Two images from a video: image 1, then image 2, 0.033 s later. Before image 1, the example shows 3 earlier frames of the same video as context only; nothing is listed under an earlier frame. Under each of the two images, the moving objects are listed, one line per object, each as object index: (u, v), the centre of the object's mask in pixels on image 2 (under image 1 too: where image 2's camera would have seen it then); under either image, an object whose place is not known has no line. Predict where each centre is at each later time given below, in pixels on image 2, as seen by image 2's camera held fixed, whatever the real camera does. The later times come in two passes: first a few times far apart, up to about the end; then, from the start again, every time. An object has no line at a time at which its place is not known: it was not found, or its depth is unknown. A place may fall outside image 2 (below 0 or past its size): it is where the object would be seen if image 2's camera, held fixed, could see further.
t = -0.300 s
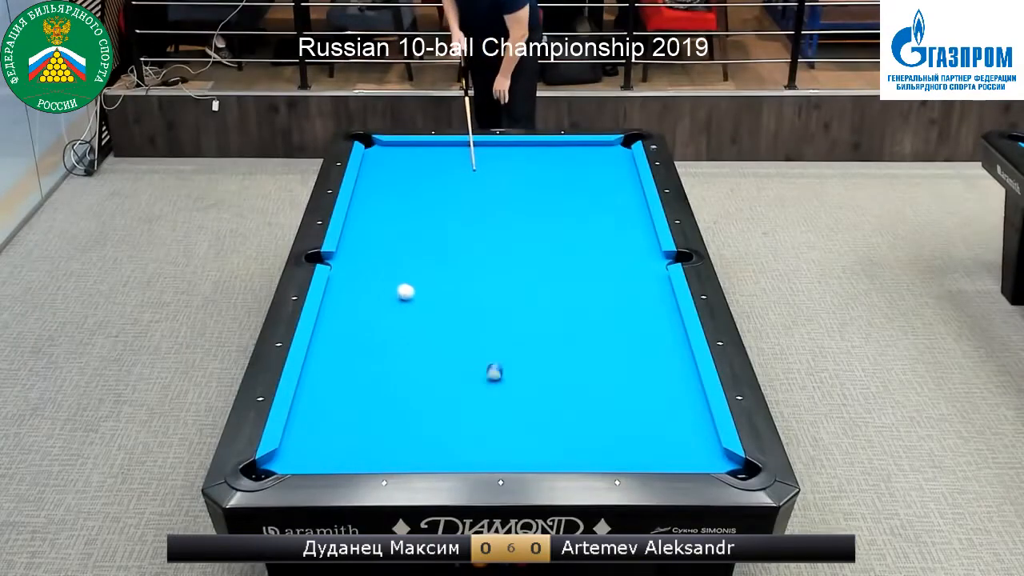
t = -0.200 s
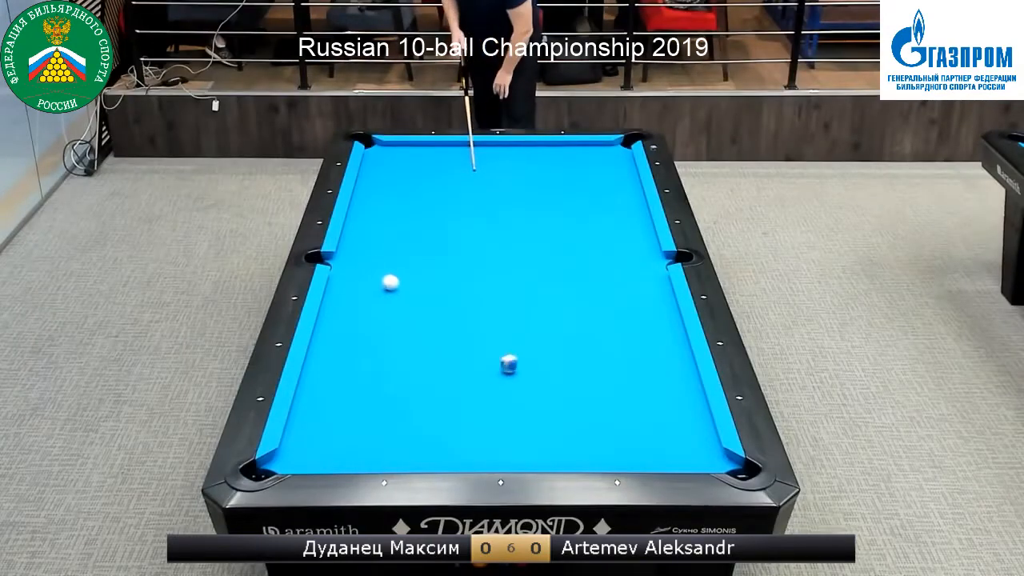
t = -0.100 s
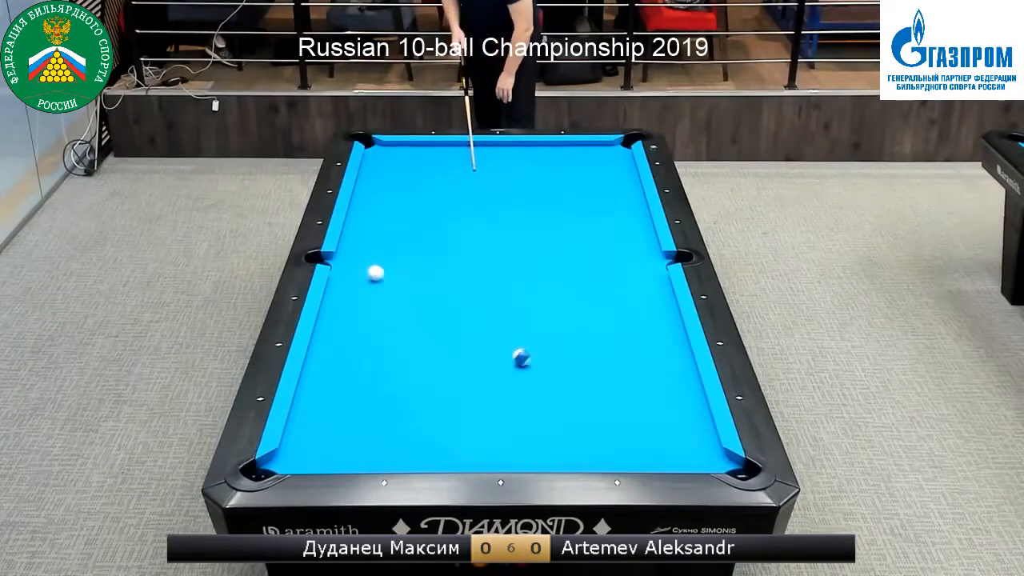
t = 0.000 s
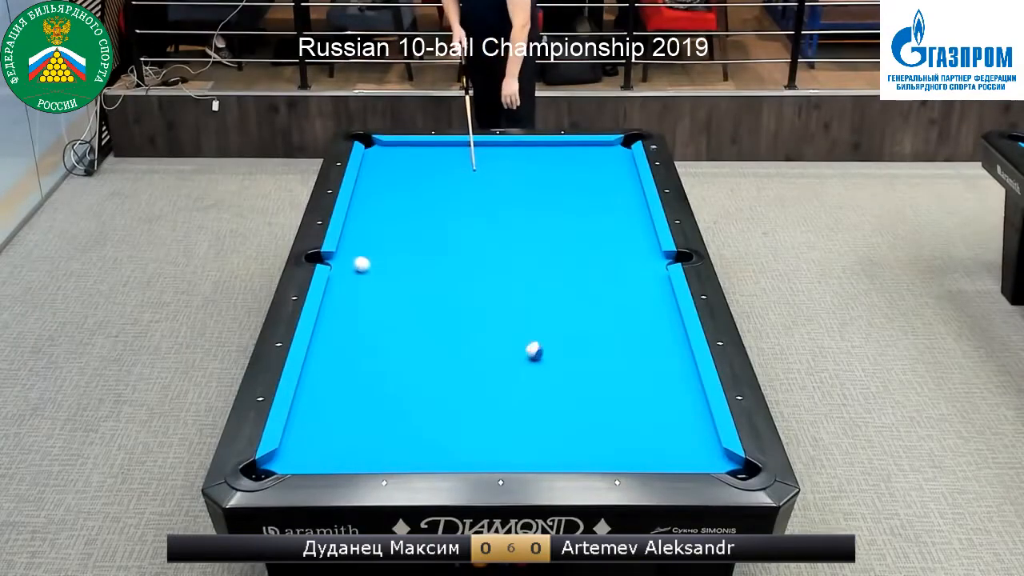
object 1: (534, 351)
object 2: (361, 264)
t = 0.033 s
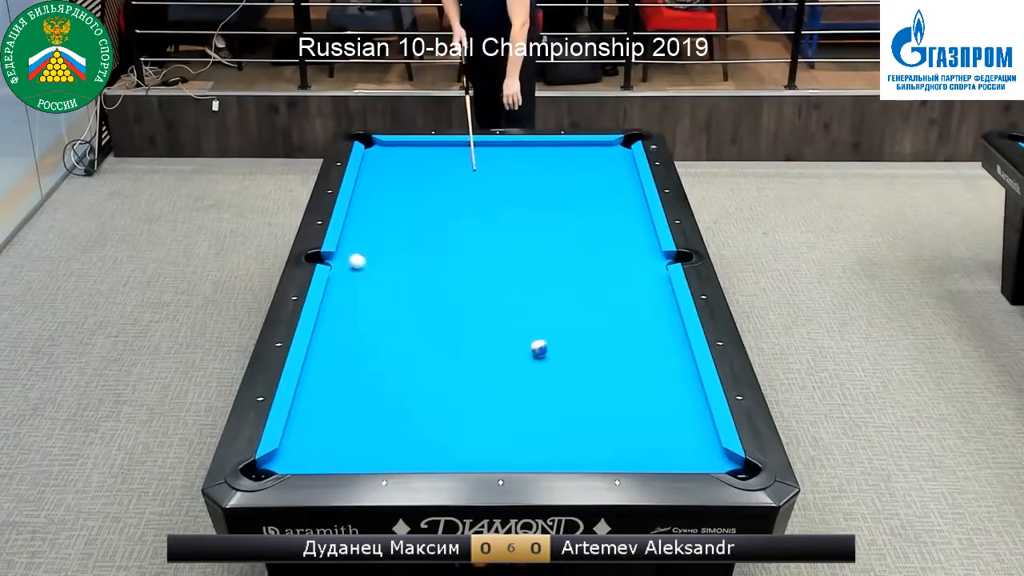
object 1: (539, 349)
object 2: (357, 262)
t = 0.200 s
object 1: (559, 340)
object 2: (347, 248)
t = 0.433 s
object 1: (584, 326)
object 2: (366, 232)
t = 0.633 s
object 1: (607, 315)
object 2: (381, 220)
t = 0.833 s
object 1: (627, 306)
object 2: (394, 208)
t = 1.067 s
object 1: (648, 295)
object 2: (410, 196)
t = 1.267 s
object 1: (663, 287)
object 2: (422, 186)
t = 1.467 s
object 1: (651, 281)
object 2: (433, 177)
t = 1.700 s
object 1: (639, 274)
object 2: (445, 168)
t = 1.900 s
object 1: (629, 270)
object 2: (454, 160)
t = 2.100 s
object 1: (619, 265)
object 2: (464, 153)
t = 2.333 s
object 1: (609, 260)
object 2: (473, 145)
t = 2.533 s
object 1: (602, 257)
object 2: (482, 147)
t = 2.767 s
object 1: (593, 252)
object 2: (492, 152)
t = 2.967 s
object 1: (586, 250)
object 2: (501, 156)
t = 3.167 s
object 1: (581, 248)
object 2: (509, 159)
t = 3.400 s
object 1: (575, 245)
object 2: (518, 163)
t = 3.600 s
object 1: (570, 244)
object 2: (525, 166)
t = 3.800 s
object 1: (567, 243)
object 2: (532, 169)
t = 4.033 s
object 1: (564, 242)
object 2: (539, 173)
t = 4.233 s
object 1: (561, 240)
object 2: (545, 175)
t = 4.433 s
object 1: (559, 239)
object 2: (551, 177)
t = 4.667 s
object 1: (558, 239)
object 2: (557, 180)
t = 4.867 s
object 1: (559, 239)
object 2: (562, 182)
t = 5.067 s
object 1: (559, 239)
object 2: (566, 183)
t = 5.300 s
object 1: (560, 239)
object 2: (572, 184)
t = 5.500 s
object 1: (559, 239)
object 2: (574, 186)
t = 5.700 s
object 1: (559, 239)
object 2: (576, 187)
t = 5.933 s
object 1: (559, 239)
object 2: (579, 188)
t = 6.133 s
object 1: (559, 239)
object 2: (580, 188)
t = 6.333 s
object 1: (559, 239)
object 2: (581, 189)
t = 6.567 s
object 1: (559, 239)
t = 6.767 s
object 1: (559, 239)
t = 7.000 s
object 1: (559, 239)
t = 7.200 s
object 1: (559, 239)
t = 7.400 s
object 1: (559, 239)
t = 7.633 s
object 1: (559, 239)
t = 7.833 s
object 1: (559, 239)
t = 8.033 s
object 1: (559, 239)
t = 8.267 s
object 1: (559, 239)
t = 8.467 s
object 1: (559, 239)
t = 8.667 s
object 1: (560, 239)
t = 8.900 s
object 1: (559, 239)
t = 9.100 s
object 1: (559, 239)
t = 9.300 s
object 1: (559, 239)
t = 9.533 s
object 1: (559, 239)
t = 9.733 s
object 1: (559, 239)
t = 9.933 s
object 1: (559, 239)
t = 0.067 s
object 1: (543, 347)
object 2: (352, 259)
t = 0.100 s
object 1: (547, 346)
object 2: (348, 256)
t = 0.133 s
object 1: (550, 343)
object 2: (343, 253)
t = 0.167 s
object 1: (555, 341)
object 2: (344, 251)
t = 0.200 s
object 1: (559, 340)
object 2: (347, 248)
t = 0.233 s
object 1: (563, 338)
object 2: (350, 246)
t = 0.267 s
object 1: (566, 335)
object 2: (353, 244)
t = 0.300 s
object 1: (571, 333)
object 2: (356, 241)
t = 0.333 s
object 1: (575, 331)
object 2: (358, 239)
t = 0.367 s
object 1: (579, 330)
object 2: (361, 237)
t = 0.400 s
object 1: (581, 328)
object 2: (363, 235)
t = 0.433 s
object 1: (584, 326)
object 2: (366, 232)
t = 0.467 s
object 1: (589, 324)
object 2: (369, 230)
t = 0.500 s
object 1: (593, 323)
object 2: (371, 228)
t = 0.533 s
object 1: (596, 321)
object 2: (373, 226)
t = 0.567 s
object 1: (600, 319)
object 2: (376, 224)
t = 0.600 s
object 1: (604, 317)
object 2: (379, 222)
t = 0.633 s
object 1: (607, 315)
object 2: (381, 220)
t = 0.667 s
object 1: (611, 314)
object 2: (383, 218)
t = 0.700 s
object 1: (613, 313)
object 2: (385, 216)
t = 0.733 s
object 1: (616, 310)
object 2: (388, 214)
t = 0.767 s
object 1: (620, 309)
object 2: (390, 212)
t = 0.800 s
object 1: (624, 307)
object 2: (392, 210)
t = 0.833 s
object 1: (627, 306)
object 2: (394, 208)
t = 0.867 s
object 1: (630, 304)
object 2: (397, 207)
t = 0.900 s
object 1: (633, 302)
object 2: (399, 205)
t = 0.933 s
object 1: (637, 301)
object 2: (401, 203)
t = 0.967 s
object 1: (640, 300)
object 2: (403, 201)
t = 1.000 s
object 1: (643, 298)
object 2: (406, 199)
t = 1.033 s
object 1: (645, 297)
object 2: (408, 198)
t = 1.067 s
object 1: (648, 295)
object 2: (410, 196)
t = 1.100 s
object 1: (652, 293)
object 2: (412, 194)
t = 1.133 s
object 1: (655, 292)
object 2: (413, 193)
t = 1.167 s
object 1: (658, 292)
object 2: (416, 191)
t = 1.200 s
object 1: (660, 290)
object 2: (418, 189)
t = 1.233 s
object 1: (663, 288)
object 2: (420, 188)
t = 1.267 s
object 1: (663, 287)
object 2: (422, 186)
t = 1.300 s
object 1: (661, 286)
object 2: (423, 185)
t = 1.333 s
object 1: (659, 285)
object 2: (425, 183)
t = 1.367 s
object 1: (658, 284)
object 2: (427, 182)
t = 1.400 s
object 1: (656, 284)
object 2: (429, 180)
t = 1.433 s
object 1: (653, 283)
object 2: (431, 179)
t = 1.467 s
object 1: (651, 281)
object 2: (433, 177)
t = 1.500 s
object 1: (649, 280)
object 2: (435, 176)
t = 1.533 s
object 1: (647, 279)
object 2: (436, 174)
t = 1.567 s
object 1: (646, 279)
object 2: (438, 173)
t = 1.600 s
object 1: (645, 278)
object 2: (440, 172)
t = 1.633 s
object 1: (643, 277)
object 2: (441, 170)
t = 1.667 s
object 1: (641, 275)
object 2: (443, 169)
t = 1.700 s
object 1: (639, 274)
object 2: (445, 168)
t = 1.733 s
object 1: (637, 273)
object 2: (447, 166)
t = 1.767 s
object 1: (635, 273)
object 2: (448, 165)
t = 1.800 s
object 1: (634, 272)
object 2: (450, 163)
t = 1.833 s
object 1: (632, 271)
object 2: (451, 162)
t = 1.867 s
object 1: (631, 271)
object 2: (453, 161)
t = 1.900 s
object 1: (629, 270)
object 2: (454, 160)
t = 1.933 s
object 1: (627, 269)
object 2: (456, 159)
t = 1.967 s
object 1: (625, 268)
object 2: (458, 157)
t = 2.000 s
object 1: (623, 267)
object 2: (459, 156)
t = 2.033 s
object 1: (622, 267)
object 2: (461, 155)
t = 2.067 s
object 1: (620, 266)
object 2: (462, 154)
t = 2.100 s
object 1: (619, 265)
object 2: (464, 153)
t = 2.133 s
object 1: (618, 264)
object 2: (465, 151)
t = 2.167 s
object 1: (617, 264)
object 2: (467, 150)
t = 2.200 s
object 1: (616, 263)
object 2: (468, 149)
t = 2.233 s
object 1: (614, 262)
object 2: (469, 148)
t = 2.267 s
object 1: (613, 262)
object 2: (471, 147)
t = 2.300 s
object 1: (611, 261)
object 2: (472, 146)
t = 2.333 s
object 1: (609, 260)
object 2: (473, 145)
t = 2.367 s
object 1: (608, 259)
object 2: (475, 144)
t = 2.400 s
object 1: (607, 259)
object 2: (477, 145)
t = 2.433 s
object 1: (605, 258)
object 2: (478, 146)
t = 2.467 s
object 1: (604, 258)
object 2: (479, 146)
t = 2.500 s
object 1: (603, 257)
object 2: (481, 147)
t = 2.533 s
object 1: (602, 257)
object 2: (482, 147)
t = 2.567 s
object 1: (601, 257)
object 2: (484, 148)
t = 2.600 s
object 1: (600, 256)
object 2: (485, 149)
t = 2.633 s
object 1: (598, 255)
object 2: (487, 150)
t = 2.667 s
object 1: (597, 254)
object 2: (488, 150)
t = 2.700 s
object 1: (596, 254)
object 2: (490, 151)
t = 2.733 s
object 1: (594, 253)
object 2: (491, 151)
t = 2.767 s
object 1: (593, 252)
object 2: (492, 152)
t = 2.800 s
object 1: (591, 252)
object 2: (494, 153)
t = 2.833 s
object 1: (590, 252)
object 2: (495, 153)
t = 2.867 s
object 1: (589, 251)
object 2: (496, 154)
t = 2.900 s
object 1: (588, 251)
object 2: (498, 155)
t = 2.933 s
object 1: (587, 251)
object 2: (499, 155)
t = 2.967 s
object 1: (586, 250)
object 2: (501, 156)
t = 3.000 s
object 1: (585, 250)
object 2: (502, 156)
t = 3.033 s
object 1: (584, 249)
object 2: (504, 157)
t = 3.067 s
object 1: (584, 249)
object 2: (505, 158)
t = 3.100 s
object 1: (583, 249)
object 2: (506, 158)
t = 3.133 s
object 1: (582, 249)
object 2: (508, 159)
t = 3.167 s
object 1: (581, 248)
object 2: (509, 159)
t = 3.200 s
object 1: (580, 248)
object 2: (510, 160)
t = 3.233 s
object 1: (580, 247)
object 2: (511, 161)
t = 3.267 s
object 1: (579, 247)
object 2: (513, 161)
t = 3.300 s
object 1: (578, 246)
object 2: (514, 162)
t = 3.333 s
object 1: (577, 246)
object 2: (515, 162)
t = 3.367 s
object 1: (576, 246)
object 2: (516, 163)
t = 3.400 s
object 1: (575, 245)
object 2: (518, 163)
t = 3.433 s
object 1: (574, 245)
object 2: (519, 164)
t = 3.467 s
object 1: (573, 245)
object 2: (520, 164)
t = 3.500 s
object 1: (573, 245)
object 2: (521, 165)
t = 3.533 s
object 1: (572, 245)
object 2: (523, 165)
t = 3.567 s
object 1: (571, 244)
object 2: (524, 166)
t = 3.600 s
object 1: (570, 244)
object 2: (525, 166)
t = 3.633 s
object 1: (570, 244)
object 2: (526, 167)
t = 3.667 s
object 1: (569, 243)
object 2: (527, 167)
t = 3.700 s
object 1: (568, 243)
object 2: (528, 168)
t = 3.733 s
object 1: (568, 243)
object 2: (530, 169)
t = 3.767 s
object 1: (567, 243)
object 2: (531, 169)
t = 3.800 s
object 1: (567, 243)
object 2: (532, 169)
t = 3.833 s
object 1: (567, 243)
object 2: (533, 170)
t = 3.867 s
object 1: (566, 243)
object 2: (534, 170)
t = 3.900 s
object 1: (565, 242)
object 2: (535, 171)
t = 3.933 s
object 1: (565, 242)
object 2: (536, 171)
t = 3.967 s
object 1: (564, 242)
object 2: (537, 172)
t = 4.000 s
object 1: (564, 242)
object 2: (538, 172)
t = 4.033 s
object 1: (564, 242)
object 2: (539, 173)
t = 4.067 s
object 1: (563, 241)
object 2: (541, 173)
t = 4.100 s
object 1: (563, 241)
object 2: (542, 173)
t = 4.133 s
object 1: (563, 241)
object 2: (543, 174)
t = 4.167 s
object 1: (562, 241)
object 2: (544, 174)
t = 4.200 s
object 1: (562, 240)
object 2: (544, 174)
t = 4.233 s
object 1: (561, 240)
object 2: (545, 175)
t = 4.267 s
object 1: (561, 240)
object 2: (547, 175)
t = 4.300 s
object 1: (561, 240)
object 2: (547, 176)
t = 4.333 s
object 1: (560, 240)
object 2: (548, 176)
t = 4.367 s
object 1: (560, 240)
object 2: (549, 177)
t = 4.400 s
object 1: (560, 240)
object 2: (550, 177)
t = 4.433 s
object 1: (559, 239)
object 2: (551, 177)
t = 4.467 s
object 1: (559, 239)
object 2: (552, 178)
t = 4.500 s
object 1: (559, 239)
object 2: (553, 178)
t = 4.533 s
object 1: (559, 239)
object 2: (554, 178)
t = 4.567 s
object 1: (559, 239)
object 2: (555, 179)
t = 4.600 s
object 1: (559, 239)
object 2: (556, 179)
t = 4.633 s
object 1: (559, 239)
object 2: (556, 180)
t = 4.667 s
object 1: (558, 239)
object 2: (557, 180)
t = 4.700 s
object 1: (558, 239)
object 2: (558, 180)
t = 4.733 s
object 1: (559, 239)
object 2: (559, 180)
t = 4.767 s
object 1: (559, 239)
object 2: (560, 181)
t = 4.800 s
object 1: (559, 239)
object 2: (561, 181)
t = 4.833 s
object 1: (559, 239)
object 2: (561, 182)
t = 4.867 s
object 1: (559, 239)
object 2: (562, 182)
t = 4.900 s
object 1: (559, 239)
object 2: (563, 182)
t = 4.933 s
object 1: (559, 239)
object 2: (564, 182)
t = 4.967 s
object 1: (559, 239)
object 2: (564, 182)
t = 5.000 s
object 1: (559, 239)
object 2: (565, 183)
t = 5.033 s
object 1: (559, 239)
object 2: (566, 183)
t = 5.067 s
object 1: (559, 239)
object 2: (566, 183)
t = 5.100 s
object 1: (559, 239)
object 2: (567, 184)
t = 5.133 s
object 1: (559, 239)
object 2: (568, 184)
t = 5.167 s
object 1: (559, 239)
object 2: (568, 184)
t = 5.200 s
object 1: (559, 239)
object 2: (569, 184)
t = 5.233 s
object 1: (559, 239)
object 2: (570, 185)
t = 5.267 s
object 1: (559, 239)
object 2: (570, 185)
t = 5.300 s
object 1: (560, 239)
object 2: (572, 184)
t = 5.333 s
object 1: (560, 239)
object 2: (572, 184)
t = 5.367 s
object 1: (560, 239)
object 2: (572, 184)
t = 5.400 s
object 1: (560, 239)
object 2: (573, 186)
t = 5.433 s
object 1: (559, 239)
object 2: (573, 186)
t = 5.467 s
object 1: (559, 239)
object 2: (573, 186)
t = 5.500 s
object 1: (559, 239)
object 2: (574, 186)
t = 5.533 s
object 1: (559, 239)
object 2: (574, 186)
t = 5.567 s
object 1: (559, 239)
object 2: (575, 186)
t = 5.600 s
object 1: (559, 239)
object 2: (575, 187)
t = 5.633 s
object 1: (559, 239)
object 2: (576, 187)
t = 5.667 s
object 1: (559, 239)
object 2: (576, 187)
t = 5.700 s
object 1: (559, 239)
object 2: (576, 187)
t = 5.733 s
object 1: (559, 239)
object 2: (577, 187)
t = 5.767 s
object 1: (559, 239)
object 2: (577, 187)
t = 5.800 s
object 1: (559, 239)
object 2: (578, 187)
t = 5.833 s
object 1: (559, 239)
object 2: (578, 188)
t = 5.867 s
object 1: (559, 239)
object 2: (578, 188)
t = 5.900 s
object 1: (559, 239)
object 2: (579, 188)
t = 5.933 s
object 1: (559, 239)
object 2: (579, 188)
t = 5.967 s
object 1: (559, 239)
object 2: (579, 188)
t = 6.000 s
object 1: (559, 239)
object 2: (579, 188)
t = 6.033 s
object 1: (559, 239)
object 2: (579, 188)
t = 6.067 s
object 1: (559, 239)
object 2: (580, 188)
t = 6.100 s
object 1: (559, 239)
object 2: (580, 188)
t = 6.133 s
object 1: (559, 239)
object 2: (580, 188)
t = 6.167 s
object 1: (559, 239)
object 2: (580, 188)
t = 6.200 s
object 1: (559, 239)
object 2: (580, 188)
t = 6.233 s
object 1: (559, 239)
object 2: (580, 188)
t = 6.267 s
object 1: (559, 239)
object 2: (580, 188)
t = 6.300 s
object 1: (559, 239)
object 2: (581, 189)
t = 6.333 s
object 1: (559, 239)
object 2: (581, 189)
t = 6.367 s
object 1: (559, 239)
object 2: (581, 189)
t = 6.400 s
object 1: (559, 239)
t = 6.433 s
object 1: (559, 239)
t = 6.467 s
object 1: (559, 239)
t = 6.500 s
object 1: (559, 239)
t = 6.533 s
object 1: (559, 239)
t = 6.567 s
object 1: (559, 239)
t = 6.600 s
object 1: (559, 239)
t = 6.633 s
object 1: (559, 239)
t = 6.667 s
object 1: (559, 239)
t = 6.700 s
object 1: (559, 239)
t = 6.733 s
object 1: (559, 239)
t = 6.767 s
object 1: (559, 239)
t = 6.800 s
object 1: (559, 239)
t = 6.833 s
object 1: (559, 239)
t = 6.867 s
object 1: (559, 239)
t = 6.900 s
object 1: (559, 239)
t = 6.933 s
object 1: (559, 239)
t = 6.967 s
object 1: (559, 239)
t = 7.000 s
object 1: (559, 239)
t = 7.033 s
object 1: (559, 239)
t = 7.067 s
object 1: (559, 239)
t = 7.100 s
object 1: (559, 239)
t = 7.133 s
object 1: (559, 239)
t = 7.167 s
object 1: (559, 239)
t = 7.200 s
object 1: (559, 239)
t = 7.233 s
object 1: (559, 239)
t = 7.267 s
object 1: (559, 239)
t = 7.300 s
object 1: (559, 239)
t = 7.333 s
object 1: (559, 239)
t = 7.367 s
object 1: (559, 239)
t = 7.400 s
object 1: (559, 239)
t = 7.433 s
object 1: (559, 239)
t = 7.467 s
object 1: (559, 239)
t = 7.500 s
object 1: (559, 239)
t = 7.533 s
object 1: (559, 239)
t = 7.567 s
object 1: (559, 239)
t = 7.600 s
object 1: (559, 239)
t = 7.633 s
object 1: (559, 239)
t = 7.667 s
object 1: (559, 239)
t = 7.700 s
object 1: (559, 239)
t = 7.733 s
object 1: (559, 239)
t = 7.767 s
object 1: (559, 239)
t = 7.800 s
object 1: (559, 239)
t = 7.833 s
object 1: (559, 239)
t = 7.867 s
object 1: (559, 239)
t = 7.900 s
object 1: (559, 239)
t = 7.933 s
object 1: (559, 239)
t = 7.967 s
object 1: (559, 239)
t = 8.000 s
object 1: (559, 239)
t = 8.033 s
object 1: (559, 239)
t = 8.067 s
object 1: (559, 239)
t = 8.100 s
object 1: (559, 239)
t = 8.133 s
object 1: (559, 239)
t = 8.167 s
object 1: (559, 239)
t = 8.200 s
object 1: (559, 239)
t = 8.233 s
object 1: (559, 239)
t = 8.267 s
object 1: (559, 239)
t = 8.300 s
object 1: (559, 239)
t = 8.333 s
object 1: (559, 239)
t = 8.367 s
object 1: (559, 239)
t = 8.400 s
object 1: (559, 239)
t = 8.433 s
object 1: (559, 239)
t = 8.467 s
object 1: (559, 239)
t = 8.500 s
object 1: (559, 239)
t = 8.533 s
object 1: (559, 239)
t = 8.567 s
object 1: (559, 239)
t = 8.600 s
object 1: (560, 239)
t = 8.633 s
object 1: (560, 238)
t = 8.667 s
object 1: (560, 239)
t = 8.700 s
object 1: (560, 239)
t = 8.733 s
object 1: (559, 239)
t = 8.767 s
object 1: (559, 239)
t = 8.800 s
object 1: (559, 239)
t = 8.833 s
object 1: (559, 239)
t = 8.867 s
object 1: (559, 239)
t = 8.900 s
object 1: (559, 239)
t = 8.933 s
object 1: (559, 239)
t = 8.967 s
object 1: (559, 239)
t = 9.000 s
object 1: (559, 239)
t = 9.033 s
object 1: (559, 239)
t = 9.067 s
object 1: (559, 239)
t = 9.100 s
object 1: (559, 239)
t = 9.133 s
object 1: (559, 239)
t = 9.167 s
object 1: (559, 239)
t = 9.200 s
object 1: (559, 239)
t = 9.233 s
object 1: (559, 239)
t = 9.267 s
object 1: (559, 239)
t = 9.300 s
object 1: (559, 239)
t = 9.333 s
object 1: (559, 239)
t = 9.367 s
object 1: (559, 239)
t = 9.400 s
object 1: (559, 239)
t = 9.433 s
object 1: (559, 239)
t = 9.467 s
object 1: (559, 239)
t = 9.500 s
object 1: (559, 239)
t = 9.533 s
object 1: (559, 239)
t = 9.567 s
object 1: (559, 239)
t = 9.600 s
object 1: (559, 239)
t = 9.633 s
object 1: (559, 239)
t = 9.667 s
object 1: (559, 239)
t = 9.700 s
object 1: (559, 239)
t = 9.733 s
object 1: (559, 239)
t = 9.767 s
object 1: (559, 239)
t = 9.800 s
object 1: (559, 239)
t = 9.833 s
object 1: (559, 239)
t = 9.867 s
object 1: (559, 239)
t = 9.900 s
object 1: (559, 239)
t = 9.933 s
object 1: (559, 239)
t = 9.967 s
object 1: (559, 239)
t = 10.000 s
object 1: (559, 239)
